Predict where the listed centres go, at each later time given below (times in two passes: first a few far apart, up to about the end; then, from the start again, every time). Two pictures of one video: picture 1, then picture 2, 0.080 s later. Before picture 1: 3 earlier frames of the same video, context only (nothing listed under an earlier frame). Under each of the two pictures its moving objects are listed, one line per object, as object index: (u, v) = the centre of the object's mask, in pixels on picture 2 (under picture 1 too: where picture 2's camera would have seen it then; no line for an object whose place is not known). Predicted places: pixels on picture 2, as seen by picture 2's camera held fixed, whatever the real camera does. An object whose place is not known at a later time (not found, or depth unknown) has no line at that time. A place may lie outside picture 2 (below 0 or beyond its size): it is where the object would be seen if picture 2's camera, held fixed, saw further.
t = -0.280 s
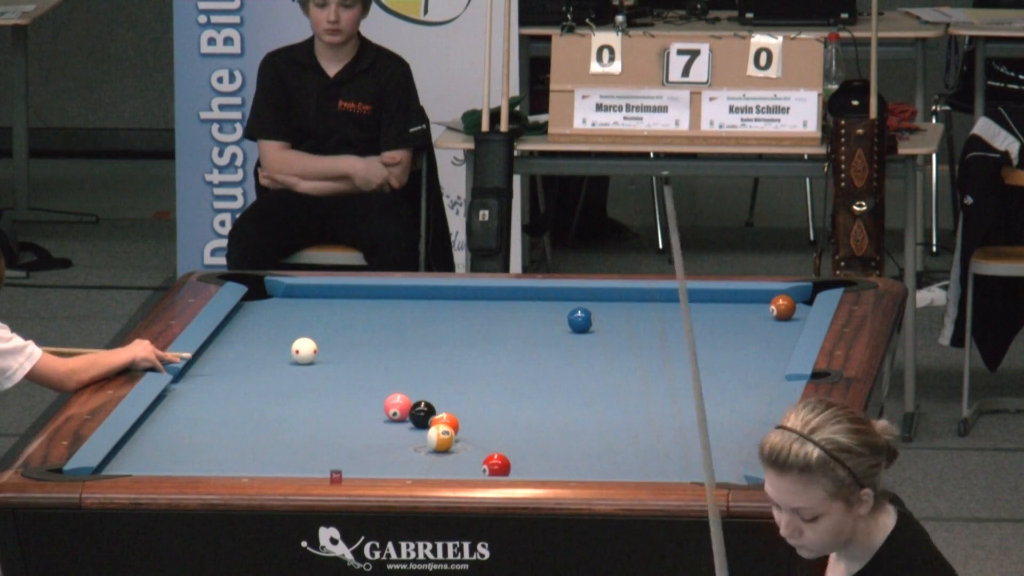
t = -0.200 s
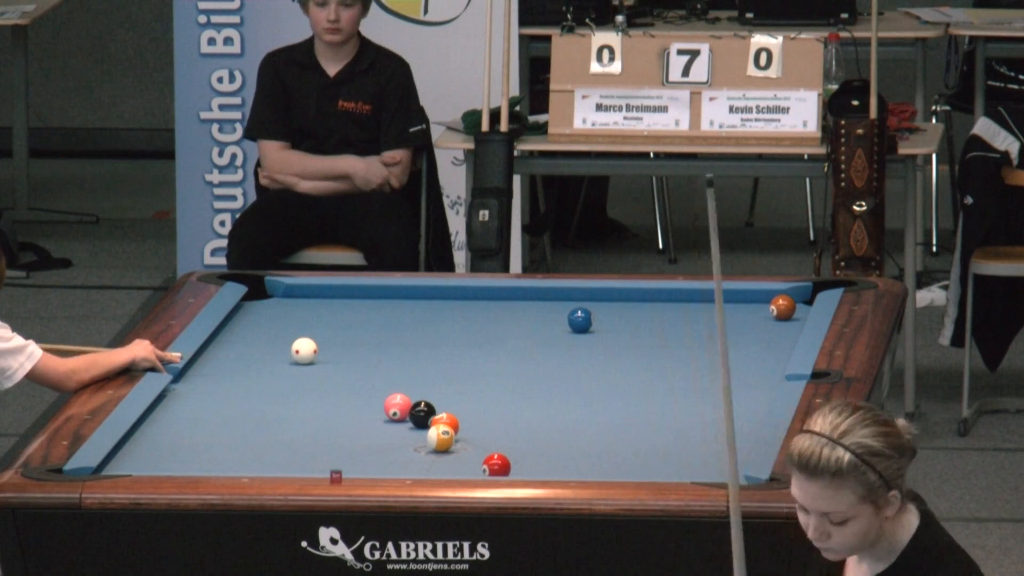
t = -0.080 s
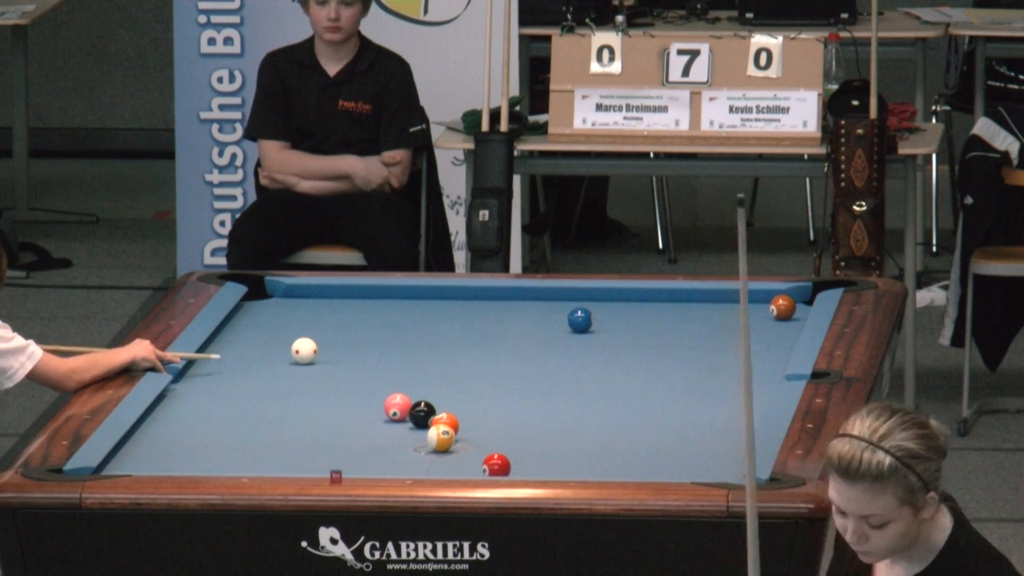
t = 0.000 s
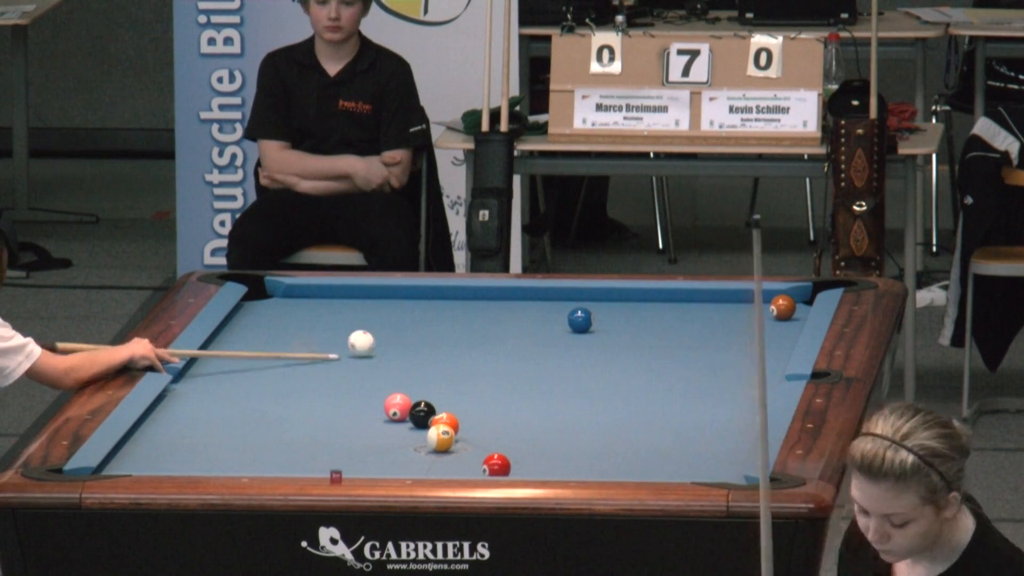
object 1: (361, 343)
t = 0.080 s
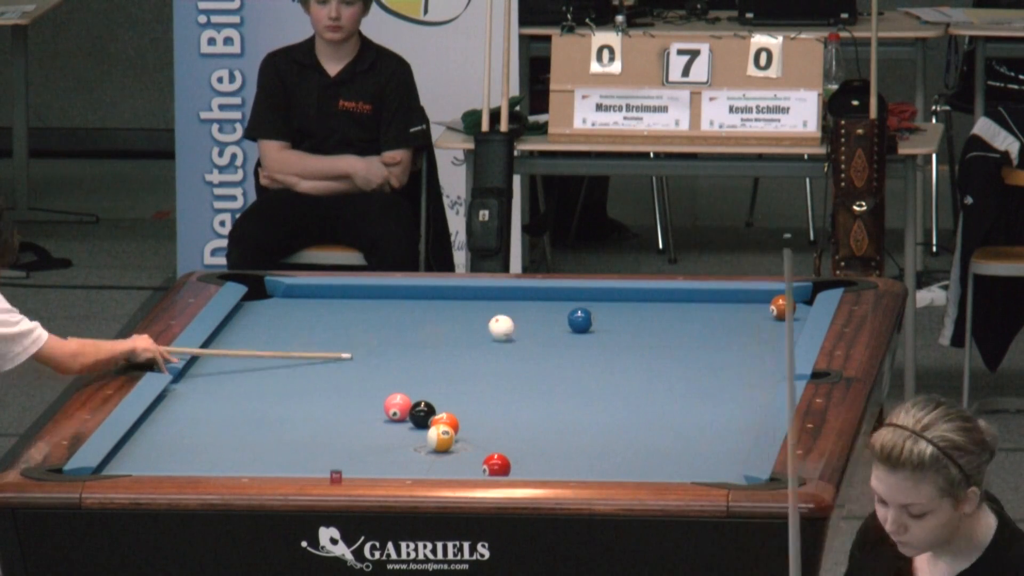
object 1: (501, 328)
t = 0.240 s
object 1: (559, 322)
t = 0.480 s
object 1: (519, 328)
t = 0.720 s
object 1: (450, 336)
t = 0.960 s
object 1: (383, 344)
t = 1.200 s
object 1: (316, 352)
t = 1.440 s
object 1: (252, 361)
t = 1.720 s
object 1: (205, 369)
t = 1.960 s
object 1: (229, 376)
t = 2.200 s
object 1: (252, 381)
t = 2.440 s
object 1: (273, 387)
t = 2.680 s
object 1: (294, 392)
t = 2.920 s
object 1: (313, 397)
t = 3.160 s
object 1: (330, 400)
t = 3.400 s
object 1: (346, 404)
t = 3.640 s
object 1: (361, 409)
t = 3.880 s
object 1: (375, 412)
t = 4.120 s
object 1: (387, 415)
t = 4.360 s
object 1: (397, 418)
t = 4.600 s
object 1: (407, 421)
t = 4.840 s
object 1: (416, 423)
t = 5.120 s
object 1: (419, 424)
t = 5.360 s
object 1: (419, 424)
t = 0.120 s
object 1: (559, 322)
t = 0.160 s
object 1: (561, 322)
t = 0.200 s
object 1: (561, 322)
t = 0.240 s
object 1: (559, 322)
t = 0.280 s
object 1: (556, 323)
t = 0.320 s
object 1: (552, 324)
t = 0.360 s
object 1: (545, 324)
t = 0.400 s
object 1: (538, 326)
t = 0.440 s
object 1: (529, 327)
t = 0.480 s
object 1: (519, 328)
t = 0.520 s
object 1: (508, 329)
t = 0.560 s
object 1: (496, 331)
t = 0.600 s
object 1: (485, 332)
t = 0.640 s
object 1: (473, 333)
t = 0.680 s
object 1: (462, 334)
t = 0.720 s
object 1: (450, 336)
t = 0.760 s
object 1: (439, 338)
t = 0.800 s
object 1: (428, 339)
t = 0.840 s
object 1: (416, 340)
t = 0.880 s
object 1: (405, 341)
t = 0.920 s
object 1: (394, 343)
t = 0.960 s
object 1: (383, 344)
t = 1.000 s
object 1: (372, 346)
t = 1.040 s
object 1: (361, 347)
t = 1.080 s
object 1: (350, 348)
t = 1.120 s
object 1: (339, 350)
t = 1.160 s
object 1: (327, 351)
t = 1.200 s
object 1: (316, 352)
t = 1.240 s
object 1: (306, 354)
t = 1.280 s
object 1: (295, 355)
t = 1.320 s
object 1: (284, 357)
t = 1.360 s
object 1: (273, 358)
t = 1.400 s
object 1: (262, 359)
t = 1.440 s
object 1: (252, 361)
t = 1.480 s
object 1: (241, 362)
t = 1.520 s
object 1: (230, 363)
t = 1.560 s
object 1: (219, 364)
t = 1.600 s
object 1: (209, 366)
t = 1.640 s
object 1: (198, 367)
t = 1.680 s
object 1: (200, 368)
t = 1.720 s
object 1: (205, 369)
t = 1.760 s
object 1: (209, 370)
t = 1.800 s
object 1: (213, 371)
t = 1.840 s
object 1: (217, 373)
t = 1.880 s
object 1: (221, 374)
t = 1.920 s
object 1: (225, 374)
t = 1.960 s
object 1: (229, 376)
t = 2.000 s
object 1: (233, 376)
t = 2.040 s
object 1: (236, 377)
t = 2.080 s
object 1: (240, 378)
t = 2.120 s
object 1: (244, 379)
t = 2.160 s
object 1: (248, 380)
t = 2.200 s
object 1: (252, 381)
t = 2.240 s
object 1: (255, 382)
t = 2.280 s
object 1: (259, 383)
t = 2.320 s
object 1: (263, 384)
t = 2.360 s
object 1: (266, 385)
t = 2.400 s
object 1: (270, 385)
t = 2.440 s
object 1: (273, 387)
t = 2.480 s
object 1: (277, 387)
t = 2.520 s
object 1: (280, 388)
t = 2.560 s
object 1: (283, 389)
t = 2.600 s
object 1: (287, 390)
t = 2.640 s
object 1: (291, 391)
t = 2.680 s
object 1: (294, 392)
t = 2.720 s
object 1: (297, 392)
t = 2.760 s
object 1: (300, 393)
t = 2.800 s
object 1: (304, 394)
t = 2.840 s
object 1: (307, 395)
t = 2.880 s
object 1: (310, 396)
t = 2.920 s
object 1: (313, 397)
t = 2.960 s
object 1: (316, 397)
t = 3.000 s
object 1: (319, 398)
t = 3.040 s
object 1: (322, 399)
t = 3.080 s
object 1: (324, 399)
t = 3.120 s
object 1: (327, 400)
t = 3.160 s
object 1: (330, 400)
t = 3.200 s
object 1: (333, 401)
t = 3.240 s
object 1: (335, 402)
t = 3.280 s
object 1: (338, 402)
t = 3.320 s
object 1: (341, 403)
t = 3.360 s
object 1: (344, 404)
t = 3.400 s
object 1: (346, 404)
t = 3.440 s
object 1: (349, 405)
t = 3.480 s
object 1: (351, 406)
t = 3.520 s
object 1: (354, 407)
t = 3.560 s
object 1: (356, 408)
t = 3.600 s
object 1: (359, 408)
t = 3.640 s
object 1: (361, 409)
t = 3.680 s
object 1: (363, 409)
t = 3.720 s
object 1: (366, 410)
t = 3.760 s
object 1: (368, 411)
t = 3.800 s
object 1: (370, 411)
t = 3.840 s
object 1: (372, 412)
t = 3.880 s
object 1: (375, 412)
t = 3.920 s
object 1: (377, 413)
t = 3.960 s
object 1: (379, 414)
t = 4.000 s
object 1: (381, 414)
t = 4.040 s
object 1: (383, 415)
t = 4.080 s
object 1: (385, 415)
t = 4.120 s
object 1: (387, 415)
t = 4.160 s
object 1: (389, 416)
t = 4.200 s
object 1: (391, 417)
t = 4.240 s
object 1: (393, 417)
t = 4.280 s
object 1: (394, 418)
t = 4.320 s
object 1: (396, 418)
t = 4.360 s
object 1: (397, 418)
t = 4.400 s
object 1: (399, 419)
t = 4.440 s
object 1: (401, 419)
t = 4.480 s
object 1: (402, 420)
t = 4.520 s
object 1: (404, 420)
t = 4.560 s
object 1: (406, 421)
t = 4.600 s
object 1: (407, 421)
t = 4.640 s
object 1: (409, 421)
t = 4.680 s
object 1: (410, 422)
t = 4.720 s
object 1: (412, 422)
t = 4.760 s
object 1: (413, 422)
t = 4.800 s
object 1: (415, 423)
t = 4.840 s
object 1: (416, 423)
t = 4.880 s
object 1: (417, 423)
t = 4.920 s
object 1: (418, 423)
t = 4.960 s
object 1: (418, 423)
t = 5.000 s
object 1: (419, 423)
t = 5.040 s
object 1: (419, 424)
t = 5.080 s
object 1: (419, 424)
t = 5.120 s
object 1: (419, 424)
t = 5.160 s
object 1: (419, 424)
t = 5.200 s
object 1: (419, 424)
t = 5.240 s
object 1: (419, 424)
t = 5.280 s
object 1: (419, 424)
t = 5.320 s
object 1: (419, 424)
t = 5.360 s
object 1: (419, 424)
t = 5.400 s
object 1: (419, 424)
